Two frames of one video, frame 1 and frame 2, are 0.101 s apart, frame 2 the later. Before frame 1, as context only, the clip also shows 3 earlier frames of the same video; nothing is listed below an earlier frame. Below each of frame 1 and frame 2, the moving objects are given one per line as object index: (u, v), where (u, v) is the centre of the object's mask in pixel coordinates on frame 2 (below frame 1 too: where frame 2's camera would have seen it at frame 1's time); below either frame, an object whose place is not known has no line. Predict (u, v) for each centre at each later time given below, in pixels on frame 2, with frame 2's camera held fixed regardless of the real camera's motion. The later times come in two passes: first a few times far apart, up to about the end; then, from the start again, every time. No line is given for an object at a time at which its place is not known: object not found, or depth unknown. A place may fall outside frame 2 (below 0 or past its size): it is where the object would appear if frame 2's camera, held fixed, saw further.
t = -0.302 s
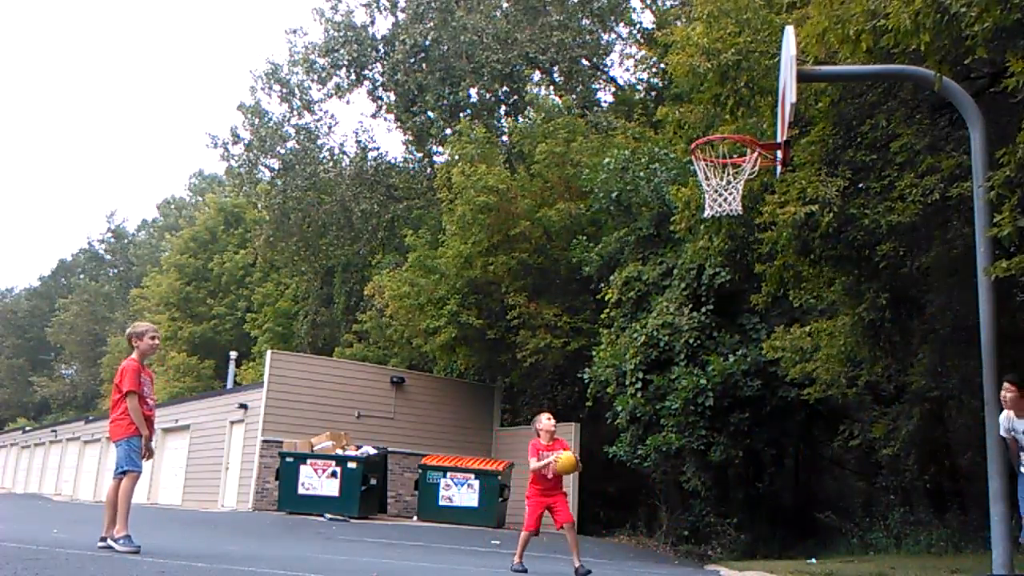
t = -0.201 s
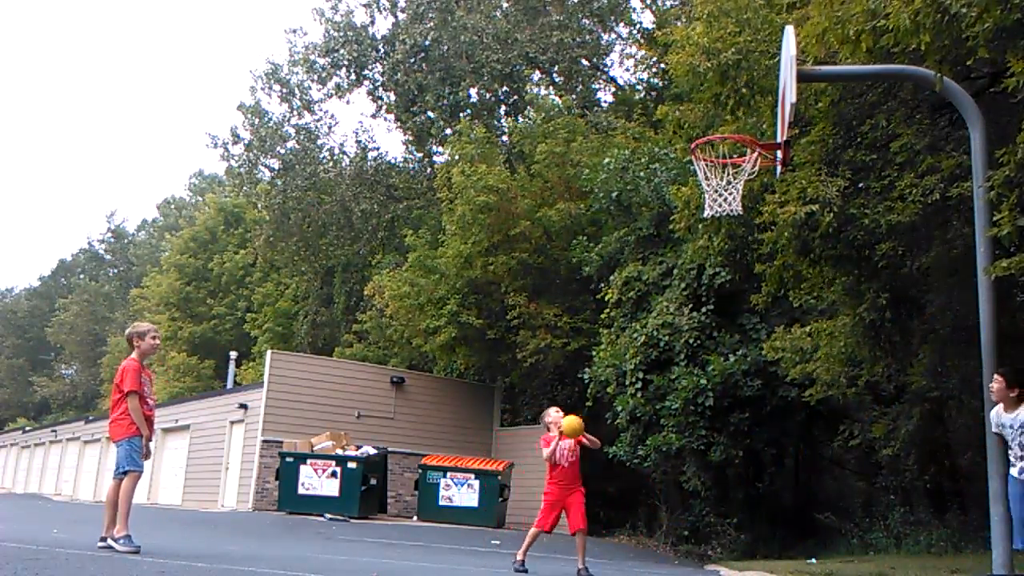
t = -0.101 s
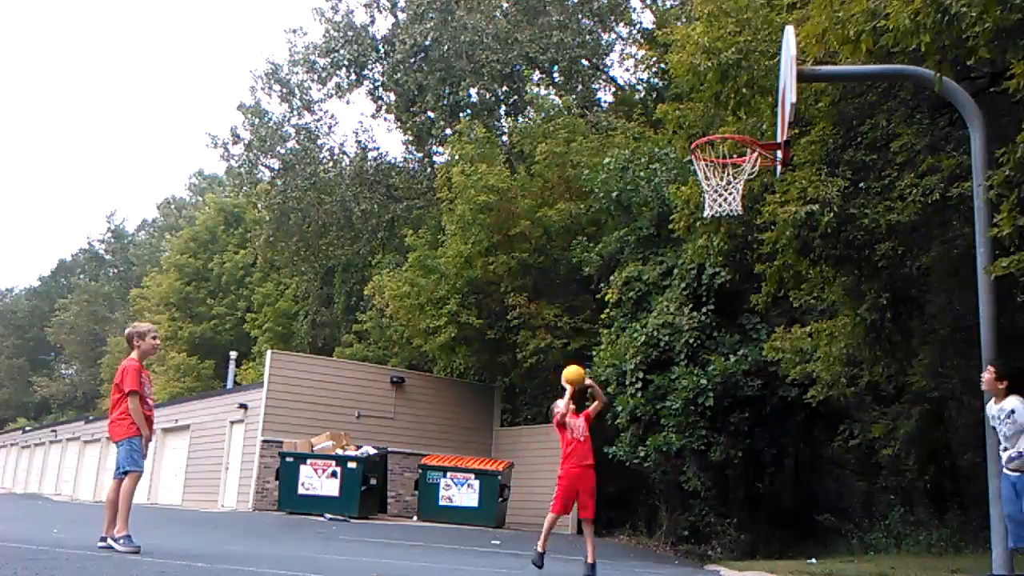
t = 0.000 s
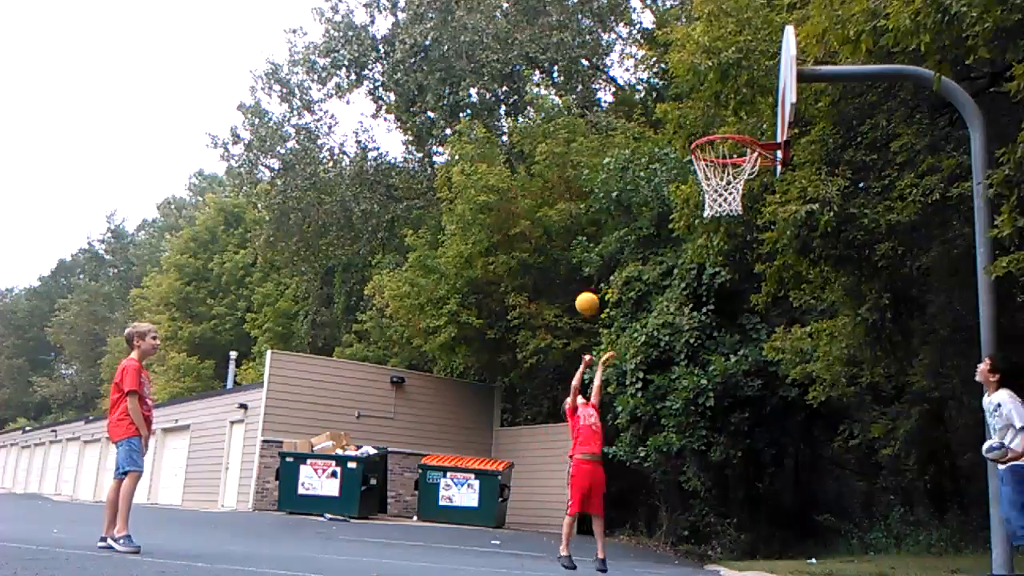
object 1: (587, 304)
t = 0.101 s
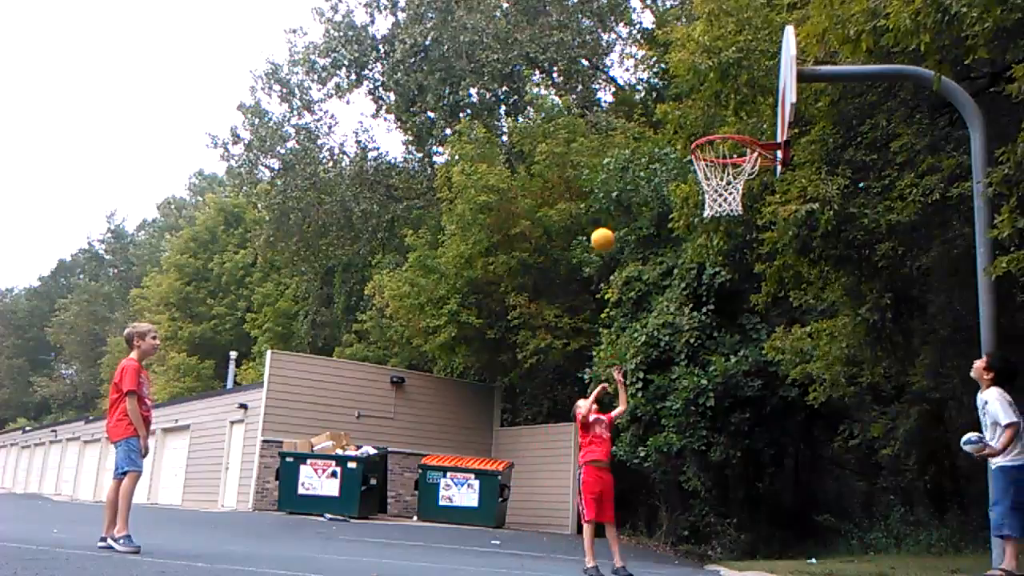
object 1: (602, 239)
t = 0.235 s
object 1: (622, 173)
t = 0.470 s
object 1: (656, 105)
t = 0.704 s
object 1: (691, 100)
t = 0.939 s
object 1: (728, 163)
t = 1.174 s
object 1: (748, 249)
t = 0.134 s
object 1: (607, 220)
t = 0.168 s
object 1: (612, 203)
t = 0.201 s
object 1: (617, 187)
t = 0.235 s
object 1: (622, 173)
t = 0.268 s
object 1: (627, 160)
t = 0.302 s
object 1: (631, 148)
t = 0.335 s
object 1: (636, 137)
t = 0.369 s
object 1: (641, 127)
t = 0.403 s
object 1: (646, 118)
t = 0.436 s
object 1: (651, 111)
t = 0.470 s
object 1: (656, 105)
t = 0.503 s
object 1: (661, 101)
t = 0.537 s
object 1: (666, 97)
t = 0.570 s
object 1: (671, 95)
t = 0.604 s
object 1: (676, 94)
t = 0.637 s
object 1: (681, 94)
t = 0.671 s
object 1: (686, 96)
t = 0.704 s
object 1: (691, 100)
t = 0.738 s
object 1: (696, 104)
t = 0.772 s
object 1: (702, 111)
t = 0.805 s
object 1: (707, 119)
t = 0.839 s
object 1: (712, 126)
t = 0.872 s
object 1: (717, 131)
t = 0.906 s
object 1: (723, 151)
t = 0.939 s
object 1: (728, 163)
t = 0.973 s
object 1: (733, 178)
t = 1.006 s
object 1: (737, 188)
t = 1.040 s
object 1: (740, 198)
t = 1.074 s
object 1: (742, 210)
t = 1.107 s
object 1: (743, 220)
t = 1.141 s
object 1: (746, 234)
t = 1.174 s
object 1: (748, 249)
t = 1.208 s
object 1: (750, 266)
